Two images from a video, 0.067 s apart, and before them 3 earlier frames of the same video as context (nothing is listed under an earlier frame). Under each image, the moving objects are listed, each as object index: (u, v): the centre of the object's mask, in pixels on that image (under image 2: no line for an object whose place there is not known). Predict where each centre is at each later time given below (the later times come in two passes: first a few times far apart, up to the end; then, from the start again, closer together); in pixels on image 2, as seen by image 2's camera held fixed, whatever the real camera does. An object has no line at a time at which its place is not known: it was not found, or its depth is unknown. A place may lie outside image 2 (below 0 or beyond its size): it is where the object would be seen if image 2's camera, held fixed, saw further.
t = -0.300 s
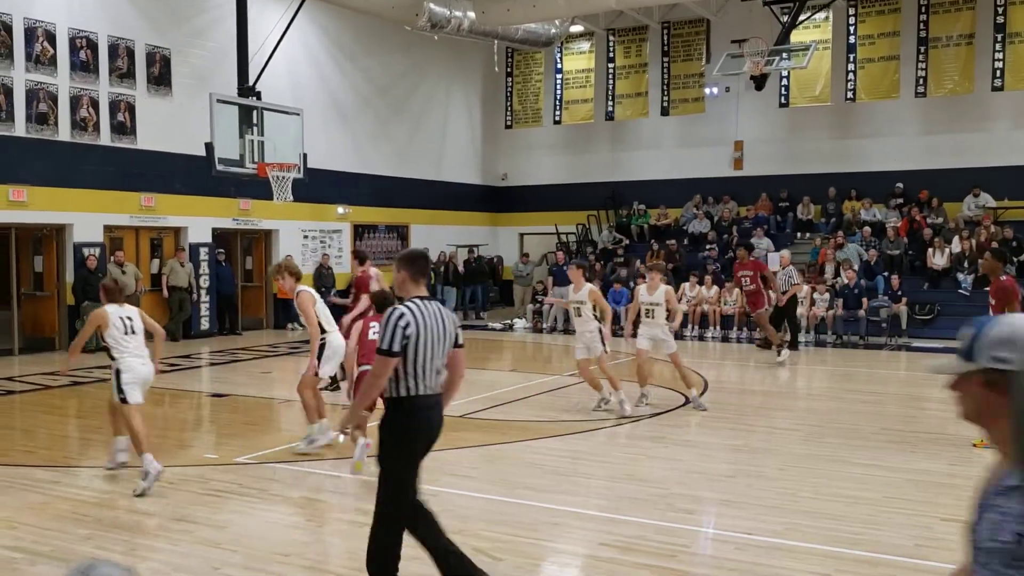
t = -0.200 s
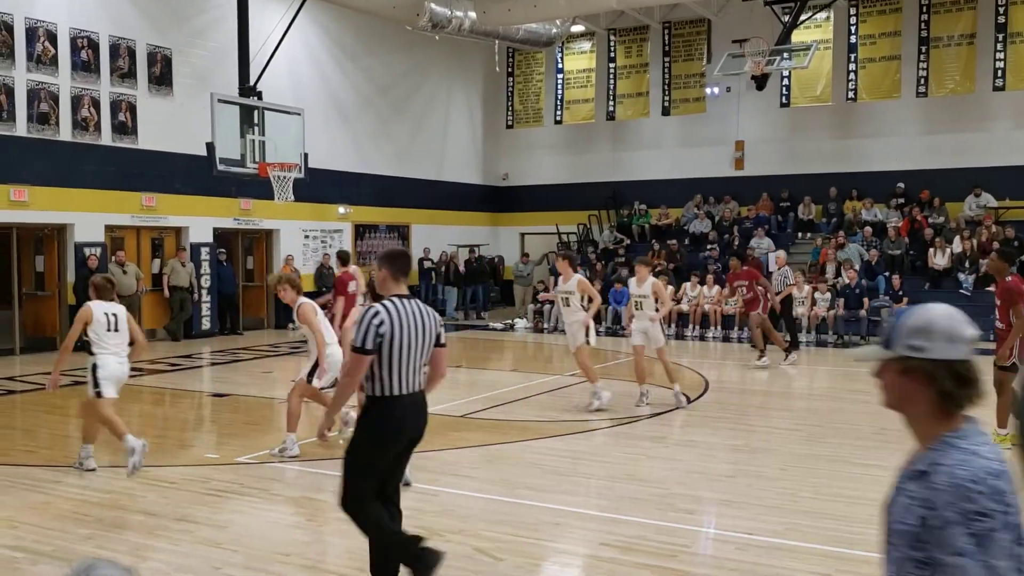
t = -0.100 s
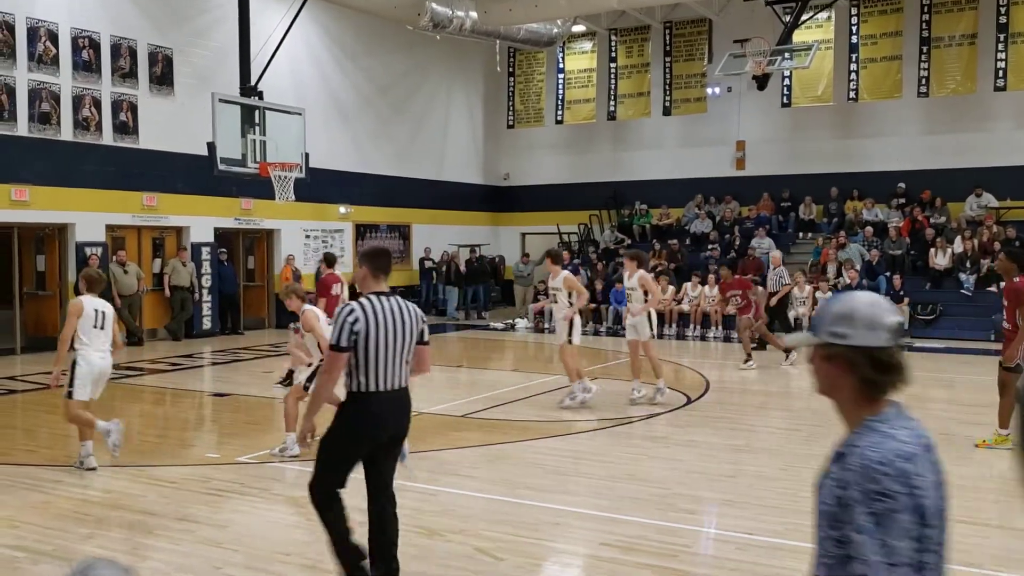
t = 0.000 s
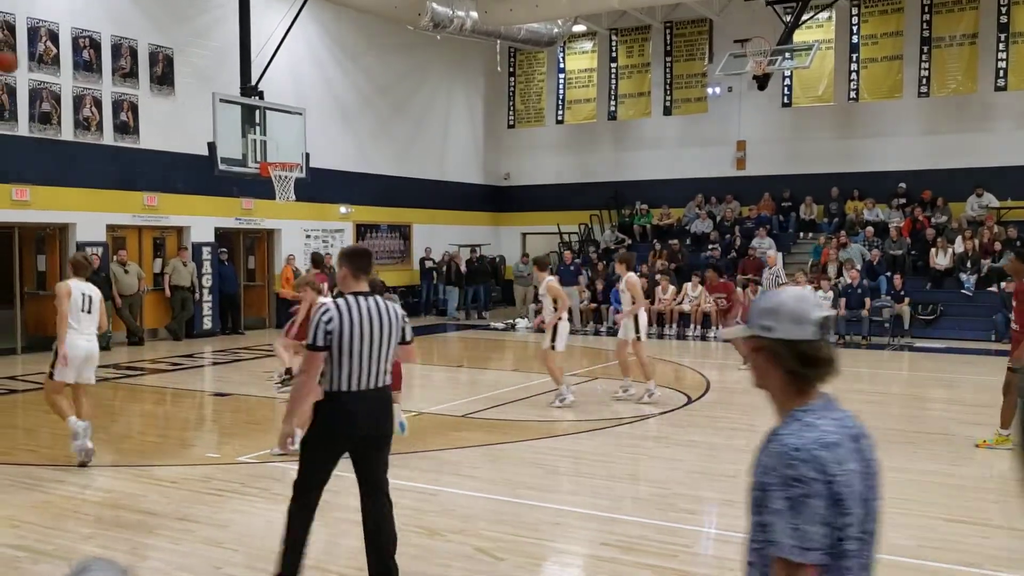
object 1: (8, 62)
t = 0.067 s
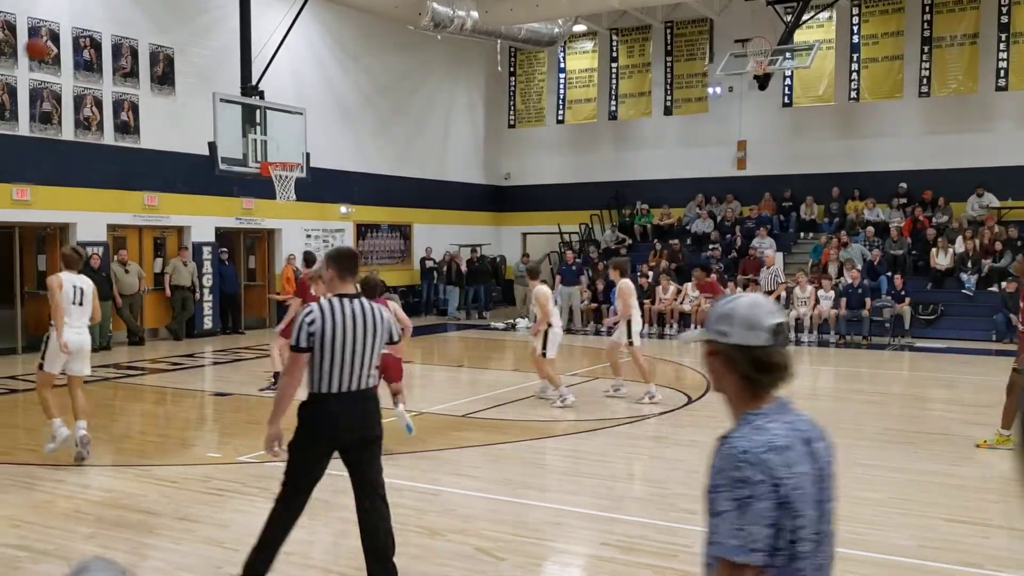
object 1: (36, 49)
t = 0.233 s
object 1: (102, 35)
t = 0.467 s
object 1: (180, 55)
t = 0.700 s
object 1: (243, 108)
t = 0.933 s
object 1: (290, 146)
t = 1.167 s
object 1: (320, 103)
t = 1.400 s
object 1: (351, 97)
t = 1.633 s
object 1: (382, 128)
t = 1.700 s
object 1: (391, 145)
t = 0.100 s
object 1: (51, 44)
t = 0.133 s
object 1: (64, 41)
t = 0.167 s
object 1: (76, 37)
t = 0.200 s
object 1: (90, 36)
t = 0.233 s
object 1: (102, 35)
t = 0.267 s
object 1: (114, 35)
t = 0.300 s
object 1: (126, 37)
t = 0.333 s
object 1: (138, 38)
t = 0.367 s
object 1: (149, 42)
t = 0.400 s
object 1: (159, 45)
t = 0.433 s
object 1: (170, 50)
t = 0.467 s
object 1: (180, 55)
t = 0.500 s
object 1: (190, 61)
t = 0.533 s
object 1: (199, 67)
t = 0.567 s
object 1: (208, 75)
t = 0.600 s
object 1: (217, 82)
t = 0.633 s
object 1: (225, 91)
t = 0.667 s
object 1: (234, 100)
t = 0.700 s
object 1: (243, 108)
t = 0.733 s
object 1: (250, 115)
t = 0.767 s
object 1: (257, 123)
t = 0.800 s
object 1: (266, 133)
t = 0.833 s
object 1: (273, 142)
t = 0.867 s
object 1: (281, 153)
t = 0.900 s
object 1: (286, 155)
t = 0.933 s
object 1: (290, 146)
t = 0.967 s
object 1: (295, 138)
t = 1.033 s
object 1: (303, 124)
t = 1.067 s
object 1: (307, 117)
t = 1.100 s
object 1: (312, 112)
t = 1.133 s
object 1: (316, 107)
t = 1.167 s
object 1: (320, 103)
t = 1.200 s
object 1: (324, 100)
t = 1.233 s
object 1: (329, 98)
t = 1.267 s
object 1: (333, 96)
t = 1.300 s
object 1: (338, 95)
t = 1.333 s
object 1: (342, 95)
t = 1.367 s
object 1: (347, 95)
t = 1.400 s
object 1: (351, 97)
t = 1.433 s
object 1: (355, 99)
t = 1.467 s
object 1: (360, 102)
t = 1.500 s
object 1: (364, 106)
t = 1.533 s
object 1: (369, 110)
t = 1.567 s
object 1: (373, 115)
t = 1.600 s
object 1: (378, 122)
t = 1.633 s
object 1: (382, 128)
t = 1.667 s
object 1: (387, 136)
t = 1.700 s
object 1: (391, 145)
